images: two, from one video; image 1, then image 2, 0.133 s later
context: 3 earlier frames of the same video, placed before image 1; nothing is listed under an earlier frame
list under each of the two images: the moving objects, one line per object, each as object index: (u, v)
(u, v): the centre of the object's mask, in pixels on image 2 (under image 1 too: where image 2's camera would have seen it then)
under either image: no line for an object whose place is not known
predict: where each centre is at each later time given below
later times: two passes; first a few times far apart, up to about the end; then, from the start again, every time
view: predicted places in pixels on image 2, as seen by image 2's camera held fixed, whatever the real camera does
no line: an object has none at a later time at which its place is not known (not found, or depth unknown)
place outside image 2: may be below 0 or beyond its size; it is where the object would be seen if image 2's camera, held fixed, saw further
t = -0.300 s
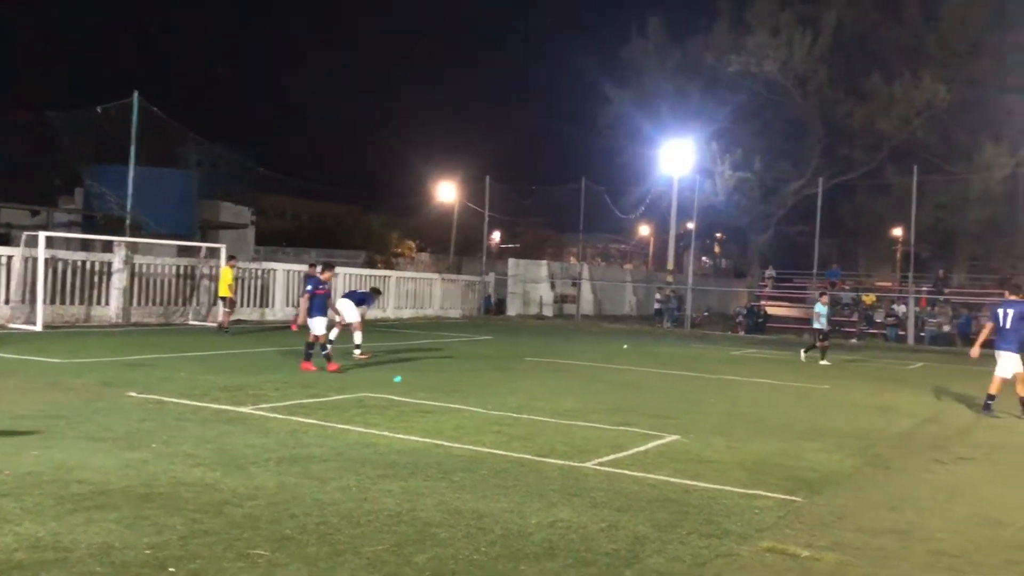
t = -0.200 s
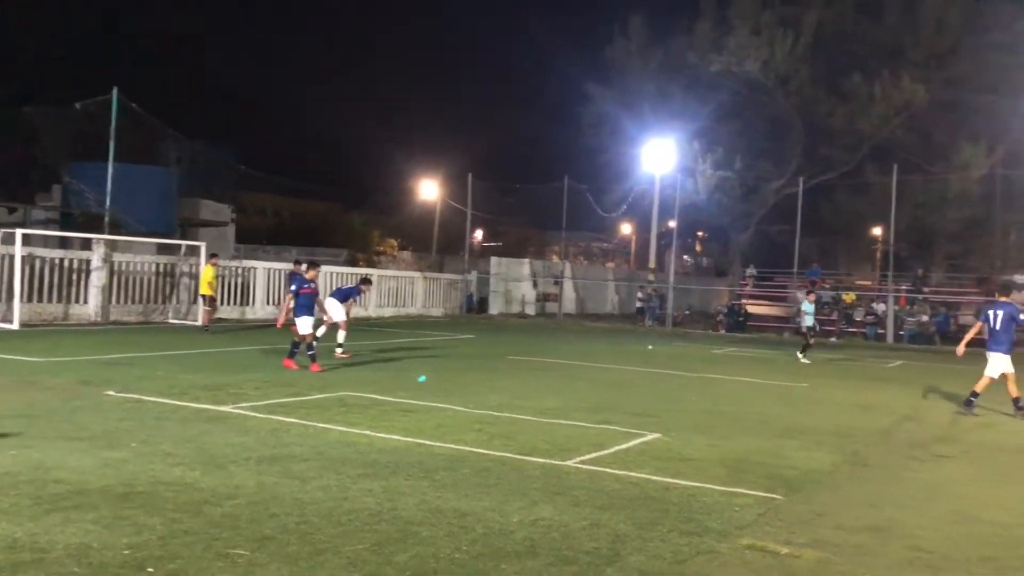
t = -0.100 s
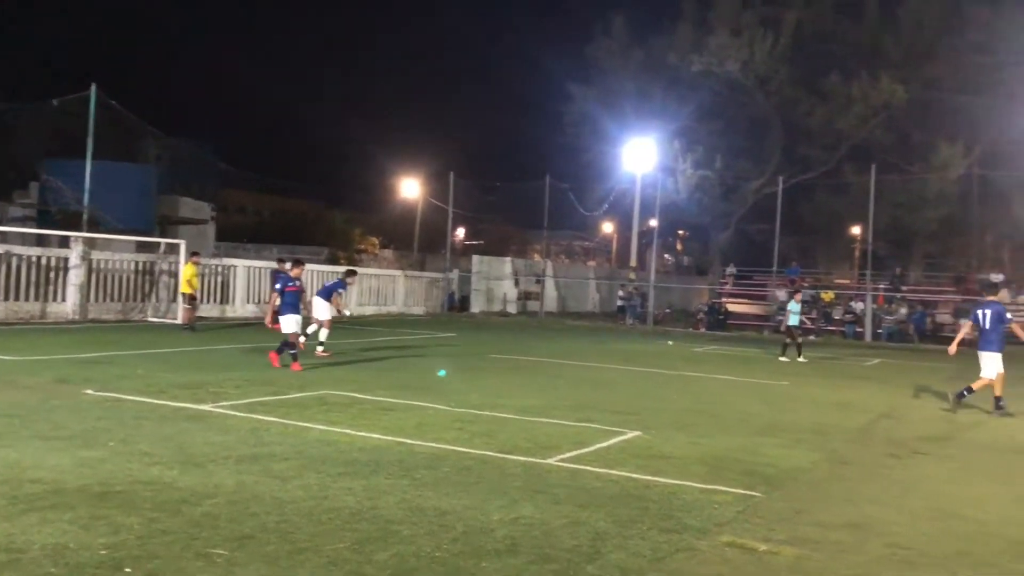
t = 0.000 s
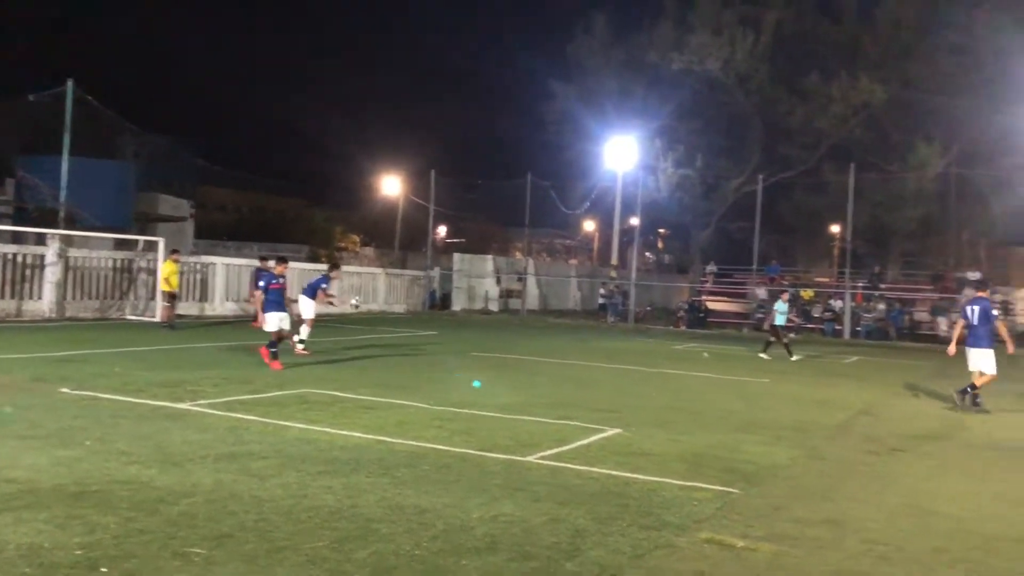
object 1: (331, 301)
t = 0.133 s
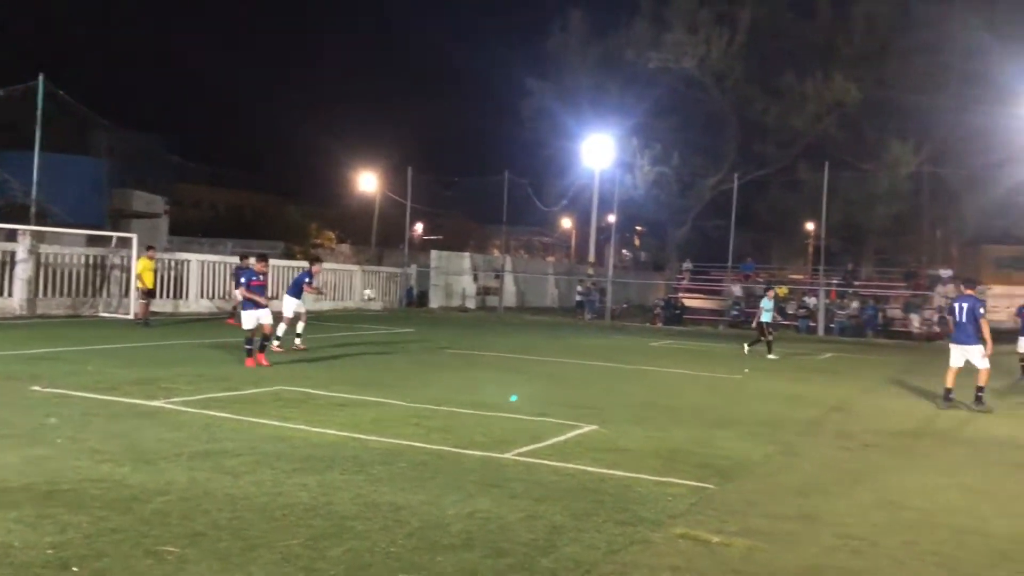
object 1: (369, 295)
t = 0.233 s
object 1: (398, 296)
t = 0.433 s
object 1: (457, 318)
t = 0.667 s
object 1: (522, 354)
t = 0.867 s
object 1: (563, 334)
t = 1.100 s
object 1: (611, 343)
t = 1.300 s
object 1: (653, 374)
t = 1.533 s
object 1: (707, 360)
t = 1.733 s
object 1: (753, 378)
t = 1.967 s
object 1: (810, 375)
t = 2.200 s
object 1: (866, 390)
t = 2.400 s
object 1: (915, 391)
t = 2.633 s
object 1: (975, 401)
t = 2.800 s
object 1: (1020, 408)
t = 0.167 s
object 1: (378, 294)
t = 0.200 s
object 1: (388, 294)
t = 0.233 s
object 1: (398, 296)
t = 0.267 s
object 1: (407, 298)
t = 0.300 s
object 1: (417, 301)
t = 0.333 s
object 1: (427, 305)
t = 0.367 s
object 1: (437, 308)
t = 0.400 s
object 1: (446, 313)
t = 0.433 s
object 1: (457, 318)
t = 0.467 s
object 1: (466, 325)
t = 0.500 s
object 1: (476, 331)
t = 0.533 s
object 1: (486, 339)
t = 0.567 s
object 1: (495, 347)
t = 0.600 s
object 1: (506, 357)
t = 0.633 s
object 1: (514, 360)
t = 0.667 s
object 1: (522, 354)
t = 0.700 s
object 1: (529, 349)
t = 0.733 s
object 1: (535, 345)
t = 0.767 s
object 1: (542, 341)
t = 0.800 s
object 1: (549, 338)
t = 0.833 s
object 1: (556, 336)
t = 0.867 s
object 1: (563, 334)
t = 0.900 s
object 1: (569, 334)
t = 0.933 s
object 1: (576, 333)
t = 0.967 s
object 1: (583, 334)
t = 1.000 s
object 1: (591, 335)
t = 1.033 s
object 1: (597, 337)
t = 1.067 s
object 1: (604, 340)
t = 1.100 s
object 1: (611, 343)
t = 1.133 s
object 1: (618, 346)
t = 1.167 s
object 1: (625, 351)
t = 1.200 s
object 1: (632, 357)
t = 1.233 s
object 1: (639, 364)
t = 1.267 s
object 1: (645, 371)
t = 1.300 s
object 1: (653, 374)
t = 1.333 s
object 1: (661, 369)
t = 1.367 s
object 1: (669, 366)
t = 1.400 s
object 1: (676, 364)
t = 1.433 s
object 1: (684, 362)
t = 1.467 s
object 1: (691, 360)
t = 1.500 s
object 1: (699, 360)
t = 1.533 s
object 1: (707, 360)
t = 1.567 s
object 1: (715, 361)
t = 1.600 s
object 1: (723, 363)
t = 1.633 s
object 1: (730, 366)
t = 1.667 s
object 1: (738, 369)
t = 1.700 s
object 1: (746, 373)
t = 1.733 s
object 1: (753, 378)
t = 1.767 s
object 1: (762, 383)
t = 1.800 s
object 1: (770, 381)
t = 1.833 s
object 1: (777, 379)
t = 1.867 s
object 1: (786, 376)
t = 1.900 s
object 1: (794, 375)
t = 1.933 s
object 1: (801, 375)
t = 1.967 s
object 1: (810, 375)
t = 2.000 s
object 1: (818, 376)
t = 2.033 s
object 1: (825, 379)
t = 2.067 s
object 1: (833, 380)
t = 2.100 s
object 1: (842, 384)
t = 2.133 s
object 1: (849, 389)
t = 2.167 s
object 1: (858, 392)
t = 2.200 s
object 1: (866, 390)
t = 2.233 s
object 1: (874, 388)
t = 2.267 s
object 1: (882, 387)
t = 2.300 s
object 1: (890, 387)
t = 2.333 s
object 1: (898, 388)
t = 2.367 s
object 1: (907, 389)
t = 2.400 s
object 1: (915, 391)
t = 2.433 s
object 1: (923, 395)
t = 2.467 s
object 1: (931, 399)
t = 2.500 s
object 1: (940, 401)
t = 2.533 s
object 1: (948, 400)
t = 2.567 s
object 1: (957, 400)
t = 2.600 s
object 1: (966, 401)
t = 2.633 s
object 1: (975, 401)
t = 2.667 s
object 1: (984, 403)
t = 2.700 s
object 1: (992, 406)
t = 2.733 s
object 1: (1002, 407)
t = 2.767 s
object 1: (1010, 407)
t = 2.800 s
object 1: (1020, 408)
